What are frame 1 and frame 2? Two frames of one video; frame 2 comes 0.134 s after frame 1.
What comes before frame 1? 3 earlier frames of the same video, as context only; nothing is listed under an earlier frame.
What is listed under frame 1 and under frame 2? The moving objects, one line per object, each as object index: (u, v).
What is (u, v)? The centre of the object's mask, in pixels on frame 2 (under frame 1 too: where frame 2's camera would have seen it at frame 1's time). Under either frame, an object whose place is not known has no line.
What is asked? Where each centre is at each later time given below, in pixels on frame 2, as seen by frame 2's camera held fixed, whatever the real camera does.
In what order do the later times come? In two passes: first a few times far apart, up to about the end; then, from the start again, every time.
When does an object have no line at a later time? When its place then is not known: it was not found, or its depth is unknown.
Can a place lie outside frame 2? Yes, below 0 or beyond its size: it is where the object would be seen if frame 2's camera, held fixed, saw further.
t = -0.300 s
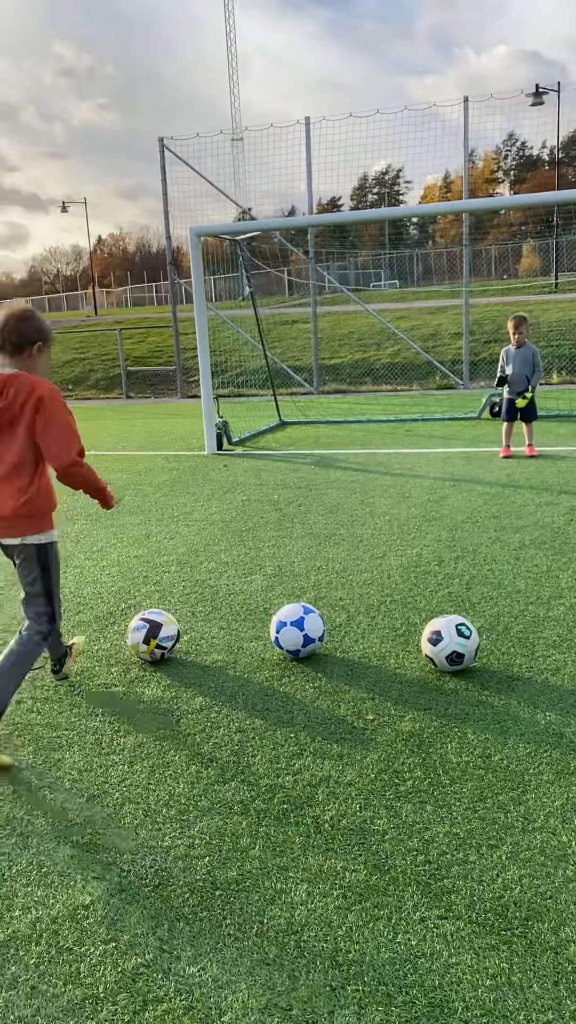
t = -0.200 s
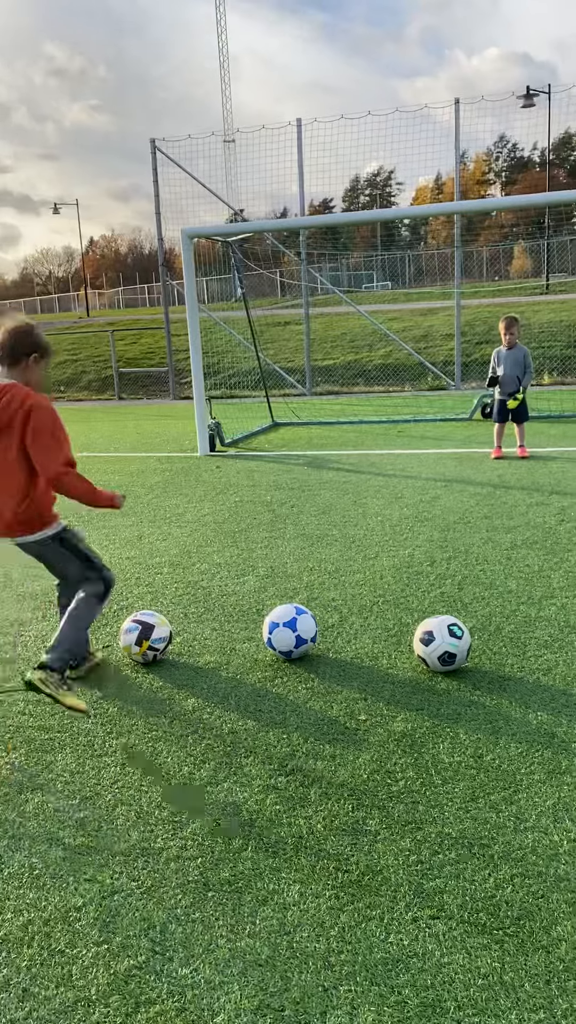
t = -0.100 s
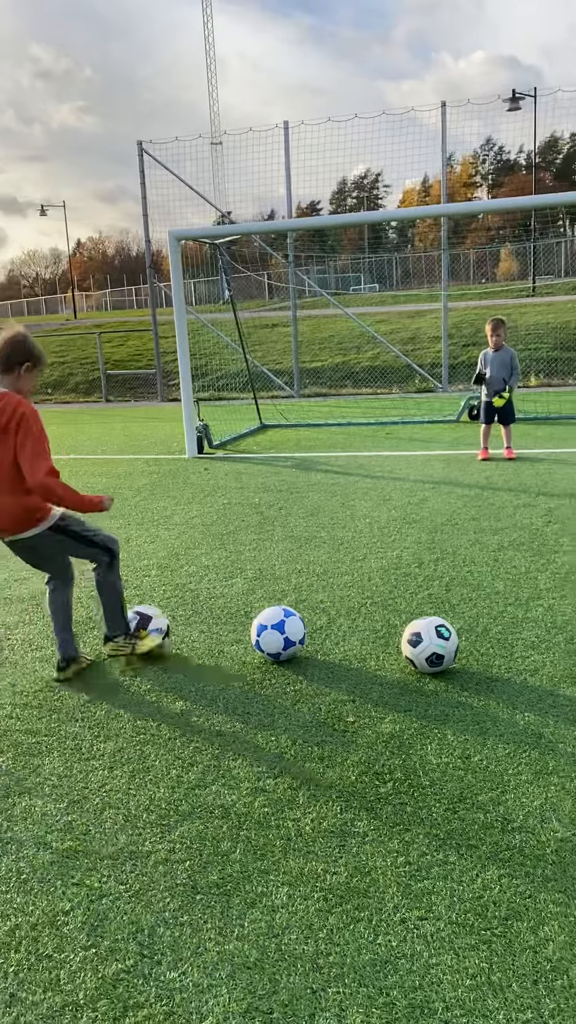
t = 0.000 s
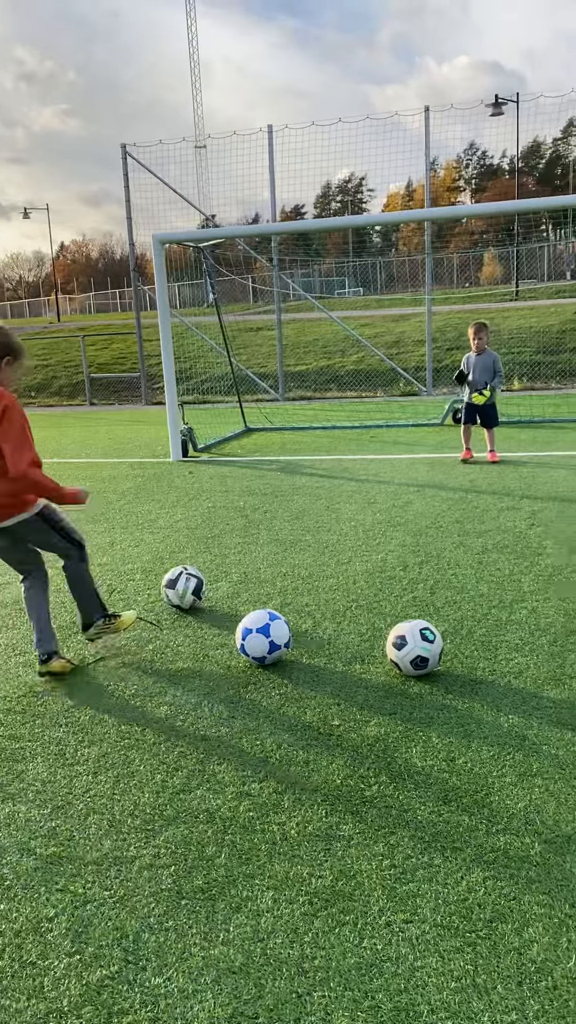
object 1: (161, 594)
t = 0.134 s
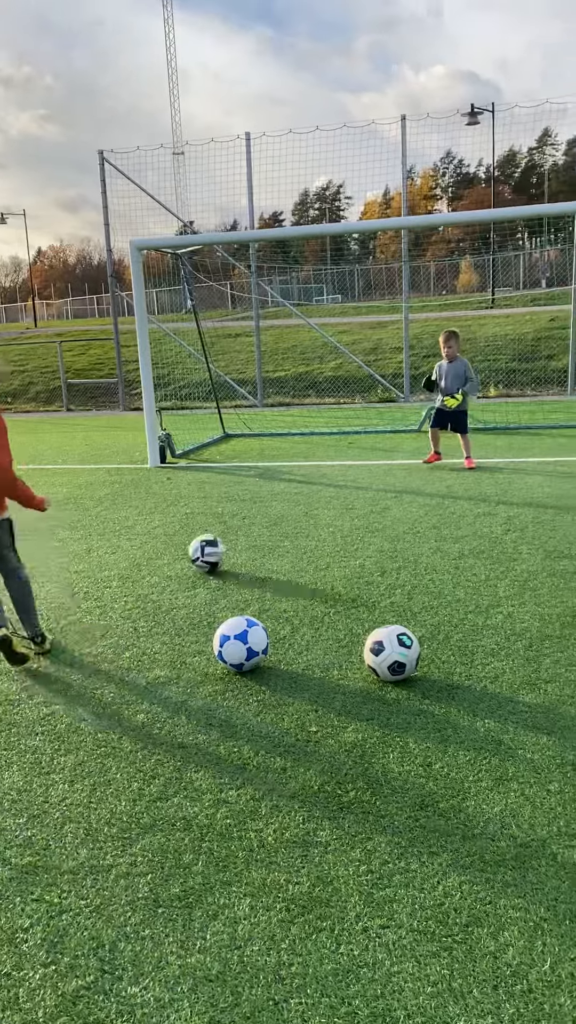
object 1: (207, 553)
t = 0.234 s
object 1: (229, 533)
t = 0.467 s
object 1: (262, 500)
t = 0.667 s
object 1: (283, 480)
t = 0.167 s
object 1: (215, 546)
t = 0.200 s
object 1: (223, 539)
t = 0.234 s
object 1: (229, 533)
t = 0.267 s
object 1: (235, 527)
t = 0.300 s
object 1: (241, 522)
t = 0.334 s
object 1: (247, 517)
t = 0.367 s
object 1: (251, 514)
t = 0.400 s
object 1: (255, 508)
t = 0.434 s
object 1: (259, 505)
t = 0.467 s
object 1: (262, 500)
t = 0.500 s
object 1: (267, 497)
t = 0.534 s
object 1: (270, 494)
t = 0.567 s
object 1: (274, 490)
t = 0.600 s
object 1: (276, 486)
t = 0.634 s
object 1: (280, 484)
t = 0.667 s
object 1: (283, 480)
